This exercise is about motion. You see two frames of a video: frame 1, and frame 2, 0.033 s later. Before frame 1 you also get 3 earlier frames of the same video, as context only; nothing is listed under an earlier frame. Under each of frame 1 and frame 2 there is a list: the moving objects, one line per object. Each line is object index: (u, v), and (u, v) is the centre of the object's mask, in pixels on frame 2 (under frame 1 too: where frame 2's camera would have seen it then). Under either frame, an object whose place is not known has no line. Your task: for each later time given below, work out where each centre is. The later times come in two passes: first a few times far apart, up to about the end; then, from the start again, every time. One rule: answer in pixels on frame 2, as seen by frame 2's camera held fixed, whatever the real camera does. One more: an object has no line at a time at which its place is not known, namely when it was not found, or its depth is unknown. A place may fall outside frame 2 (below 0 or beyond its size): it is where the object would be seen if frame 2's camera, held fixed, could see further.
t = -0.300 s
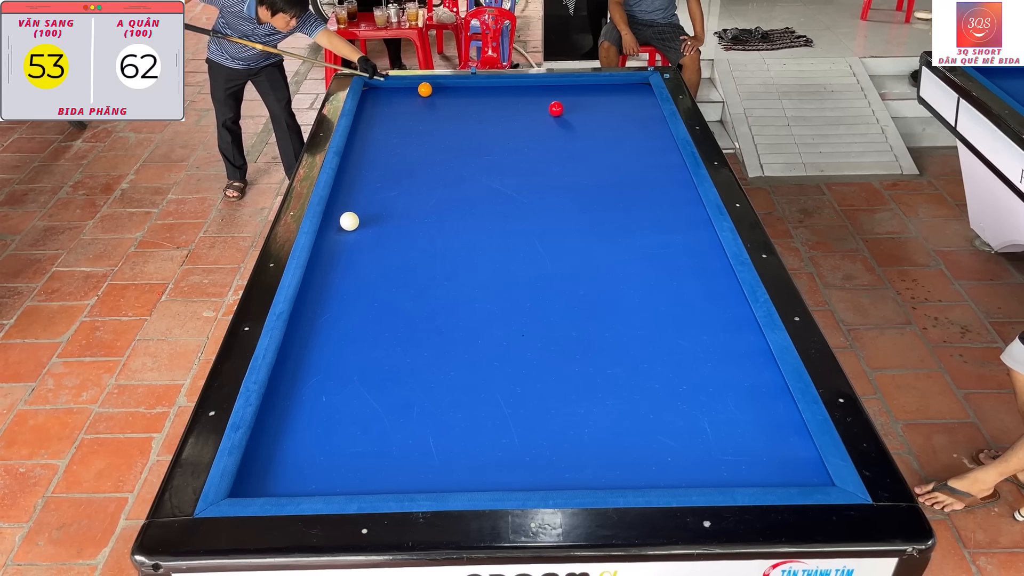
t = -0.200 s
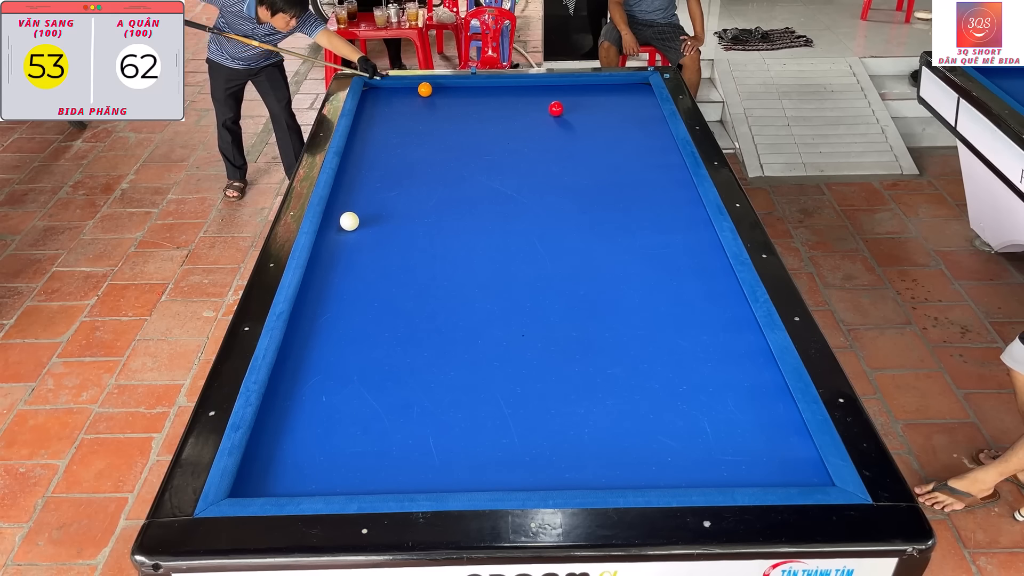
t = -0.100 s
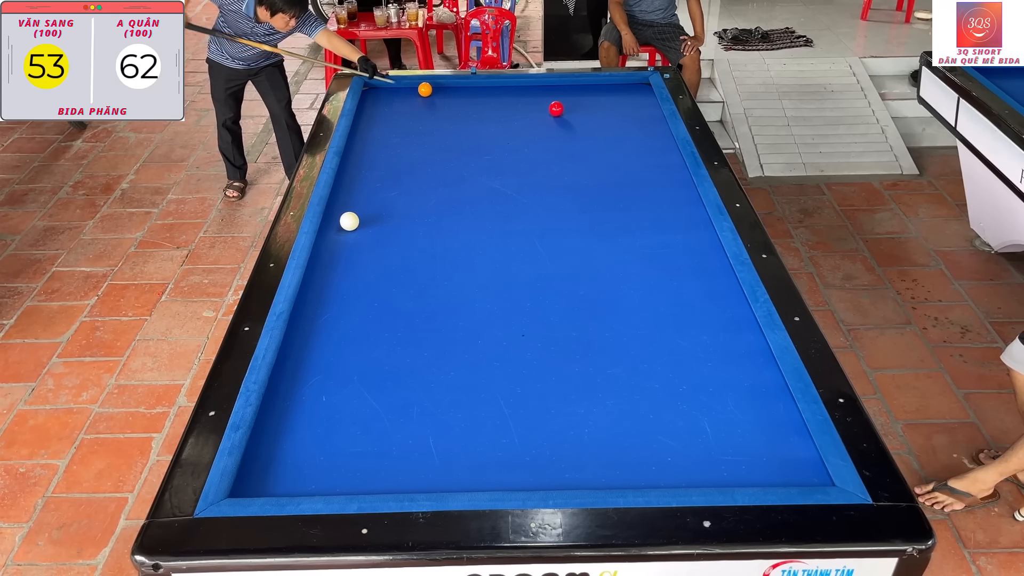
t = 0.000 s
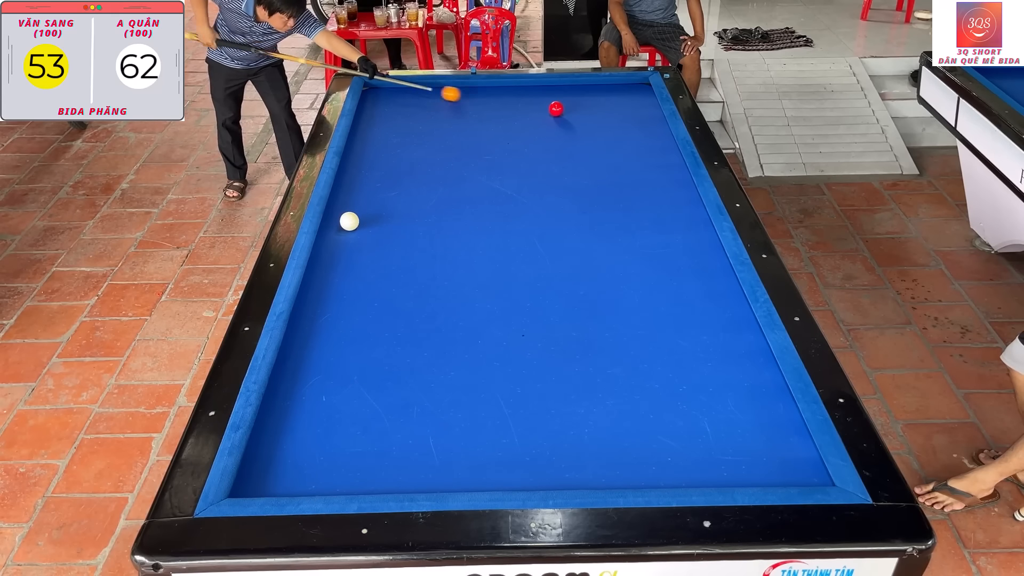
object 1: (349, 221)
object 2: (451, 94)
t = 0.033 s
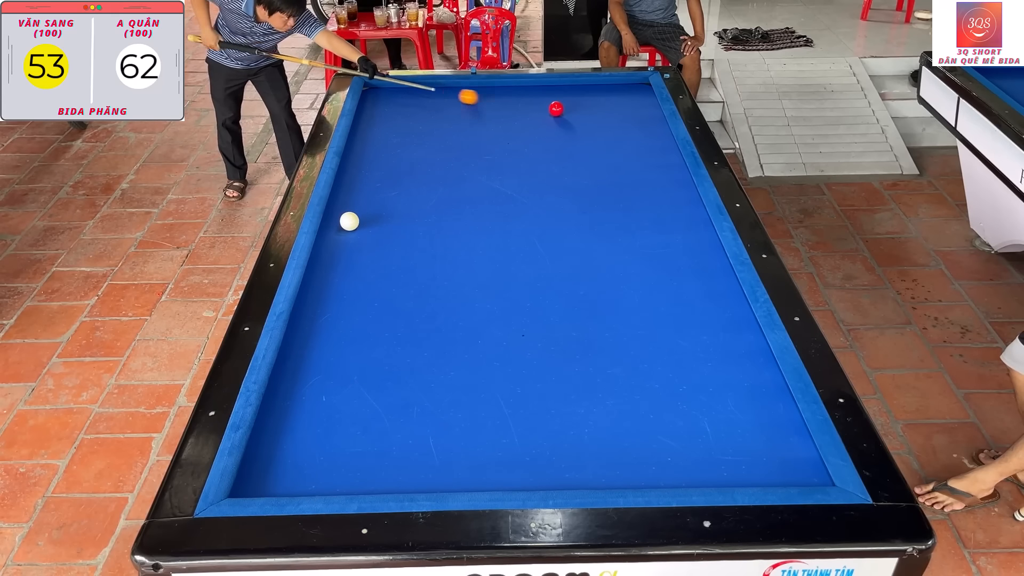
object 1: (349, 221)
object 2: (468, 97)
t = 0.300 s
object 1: (349, 221)
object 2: (547, 121)
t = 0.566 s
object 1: (349, 221)
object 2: (578, 147)
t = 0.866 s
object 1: (349, 221)
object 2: (624, 181)
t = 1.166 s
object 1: (349, 221)
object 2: (678, 220)
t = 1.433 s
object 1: (349, 221)
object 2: (709, 262)
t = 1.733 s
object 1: (349, 221)
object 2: (707, 322)
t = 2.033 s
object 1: (349, 221)
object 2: (704, 395)
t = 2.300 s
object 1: (349, 221)
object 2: (701, 474)
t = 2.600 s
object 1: (349, 221)
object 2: (627, 426)
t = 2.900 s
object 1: (349, 221)
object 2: (563, 386)
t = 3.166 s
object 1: (349, 221)
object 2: (513, 354)
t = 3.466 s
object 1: (349, 221)
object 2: (464, 323)
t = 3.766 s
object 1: (349, 221)
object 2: (420, 296)
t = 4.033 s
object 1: (349, 221)
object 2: (384, 274)
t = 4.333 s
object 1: (349, 221)
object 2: (348, 252)
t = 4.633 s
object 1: (349, 221)
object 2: (334, 232)
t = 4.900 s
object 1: (362, 211)
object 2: (342, 226)
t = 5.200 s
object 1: (375, 200)
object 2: (349, 222)
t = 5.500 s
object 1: (388, 190)
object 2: (356, 219)
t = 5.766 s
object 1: (398, 182)
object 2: (360, 217)
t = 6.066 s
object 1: (408, 173)
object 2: (365, 214)
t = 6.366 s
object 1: (418, 165)
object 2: (369, 212)
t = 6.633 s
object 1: (426, 159)
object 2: (371, 210)
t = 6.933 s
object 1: (434, 152)
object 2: (374, 209)
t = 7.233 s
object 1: (441, 146)
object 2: (375, 208)
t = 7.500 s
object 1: (447, 141)
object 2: (376, 208)
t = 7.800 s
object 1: (453, 135)
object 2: (376, 208)
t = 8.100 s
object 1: (458, 131)
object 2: (377, 208)
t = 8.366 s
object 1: (462, 127)
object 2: (377, 208)
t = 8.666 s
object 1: (466, 123)
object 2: (377, 208)
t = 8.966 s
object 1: (469, 119)
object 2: (377, 208)
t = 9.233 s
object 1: (472, 117)
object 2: (377, 208)
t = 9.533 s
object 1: (475, 114)
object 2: (376, 208)
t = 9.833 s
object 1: (477, 111)
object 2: (377, 208)
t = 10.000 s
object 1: (478, 110)
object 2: (377, 208)
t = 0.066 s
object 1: (349, 221)
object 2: (486, 100)
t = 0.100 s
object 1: (349, 221)
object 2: (503, 103)
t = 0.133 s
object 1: (349, 221)
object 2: (520, 105)
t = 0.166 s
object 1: (349, 221)
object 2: (537, 108)
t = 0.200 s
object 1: (349, 221)
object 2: (542, 111)
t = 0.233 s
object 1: (349, 221)
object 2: (543, 115)
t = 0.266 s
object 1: (349, 221)
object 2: (545, 118)
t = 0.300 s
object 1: (349, 221)
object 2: (547, 121)
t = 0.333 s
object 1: (349, 221)
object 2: (550, 124)
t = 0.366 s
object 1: (349, 221)
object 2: (553, 127)
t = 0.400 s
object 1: (349, 221)
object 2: (556, 131)
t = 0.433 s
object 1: (349, 221)
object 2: (560, 134)
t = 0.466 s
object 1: (349, 221)
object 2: (564, 137)
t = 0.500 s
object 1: (349, 221)
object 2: (568, 141)
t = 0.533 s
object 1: (349, 221)
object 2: (573, 144)
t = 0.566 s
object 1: (349, 221)
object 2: (578, 147)
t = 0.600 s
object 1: (349, 221)
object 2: (583, 151)
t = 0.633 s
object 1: (349, 221)
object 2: (587, 155)
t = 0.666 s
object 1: (349, 221)
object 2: (592, 158)
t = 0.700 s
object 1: (349, 221)
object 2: (598, 162)
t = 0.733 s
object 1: (349, 221)
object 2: (603, 166)
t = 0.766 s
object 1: (349, 221)
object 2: (608, 169)
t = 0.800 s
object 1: (349, 221)
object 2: (613, 173)
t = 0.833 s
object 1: (349, 221)
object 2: (619, 177)
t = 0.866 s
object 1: (349, 221)
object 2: (624, 181)
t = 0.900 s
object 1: (349, 221)
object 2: (630, 185)
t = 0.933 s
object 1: (349, 221)
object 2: (636, 189)
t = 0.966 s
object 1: (349, 221)
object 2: (642, 193)
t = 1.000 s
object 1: (349, 221)
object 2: (647, 198)
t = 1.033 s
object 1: (349, 221)
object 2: (653, 202)
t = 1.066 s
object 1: (349, 221)
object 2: (659, 206)
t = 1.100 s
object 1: (349, 221)
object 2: (666, 211)
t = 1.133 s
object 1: (349, 221)
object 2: (672, 215)
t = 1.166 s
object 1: (349, 221)
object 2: (678, 220)
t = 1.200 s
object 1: (349, 221)
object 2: (685, 225)
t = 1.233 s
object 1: (349, 221)
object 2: (692, 229)
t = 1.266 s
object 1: (349, 221)
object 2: (698, 234)
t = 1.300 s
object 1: (349, 221)
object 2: (705, 239)
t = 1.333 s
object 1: (349, 221)
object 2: (712, 244)
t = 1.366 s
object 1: (349, 221)
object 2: (712, 250)
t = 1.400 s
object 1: (349, 221)
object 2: (710, 256)
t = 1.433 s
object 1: (349, 221)
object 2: (709, 262)
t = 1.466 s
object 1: (349, 221)
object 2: (709, 268)
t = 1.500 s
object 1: (349, 221)
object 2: (709, 274)
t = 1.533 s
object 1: (349, 221)
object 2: (709, 281)
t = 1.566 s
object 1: (349, 221)
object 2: (708, 287)
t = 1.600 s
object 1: (349, 221)
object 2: (708, 294)
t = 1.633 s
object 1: (349, 221)
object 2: (708, 300)
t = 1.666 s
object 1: (349, 221)
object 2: (708, 307)
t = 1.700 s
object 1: (349, 221)
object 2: (707, 314)
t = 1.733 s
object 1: (349, 221)
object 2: (707, 322)
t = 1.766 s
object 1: (349, 221)
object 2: (707, 329)
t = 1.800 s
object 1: (349, 221)
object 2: (706, 337)
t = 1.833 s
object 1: (349, 221)
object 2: (706, 344)
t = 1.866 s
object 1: (349, 221)
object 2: (706, 352)
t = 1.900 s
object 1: (349, 221)
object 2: (705, 361)
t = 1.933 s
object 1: (349, 221)
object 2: (705, 369)
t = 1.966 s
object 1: (349, 221)
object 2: (705, 377)
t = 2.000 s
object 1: (349, 221)
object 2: (704, 386)
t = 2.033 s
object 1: (349, 221)
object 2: (704, 395)
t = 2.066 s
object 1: (349, 221)
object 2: (704, 404)
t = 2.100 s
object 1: (349, 221)
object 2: (703, 414)
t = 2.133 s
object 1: (349, 221)
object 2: (703, 423)
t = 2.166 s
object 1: (349, 221)
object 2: (702, 433)
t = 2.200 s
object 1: (349, 221)
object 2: (702, 443)
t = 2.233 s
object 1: (349, 221)
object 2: (702, 454)
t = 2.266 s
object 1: (349, 221)
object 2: (701, 464)
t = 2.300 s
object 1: (349, 221)
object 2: (701, 474)
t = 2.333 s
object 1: (349, 221)
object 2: (697, 477)
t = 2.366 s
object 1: (349, 221)
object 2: (687, 471)
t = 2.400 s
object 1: (349, 221)
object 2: (677, 463)
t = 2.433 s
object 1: (349, 221)
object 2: (668, 455)
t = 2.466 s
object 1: (349, 221)
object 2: (659, 448)
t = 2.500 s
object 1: (349, 221)
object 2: (650, 442)
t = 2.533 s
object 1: (349, 221)
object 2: (642, 436)
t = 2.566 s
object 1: (349, 221)
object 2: (634, 431)
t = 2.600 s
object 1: (349, 221)
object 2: (627, 426)
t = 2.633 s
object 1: (349, 221)
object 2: (619, 421)
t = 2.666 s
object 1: (349, 221)
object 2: (612, 417)
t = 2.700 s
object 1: (349, 221)
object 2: (604, 412)
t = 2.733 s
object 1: (349, 221)
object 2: (597, 407)
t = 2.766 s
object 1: (349, 221)
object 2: (590, 403)
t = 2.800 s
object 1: (349, 221)
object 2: (583, 398)
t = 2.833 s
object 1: (349, 221)
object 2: (576, 394)
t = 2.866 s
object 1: (349, 221)
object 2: (569, 390)
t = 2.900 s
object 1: (349, 221)
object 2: (563, 386)
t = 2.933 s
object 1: (349, 221)
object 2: (556, 381)
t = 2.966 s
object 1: (349, 221)
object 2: (550, 377)
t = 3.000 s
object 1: (349, 221)
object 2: (543, 373)
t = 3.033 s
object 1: (349, 221)
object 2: (537, 369)
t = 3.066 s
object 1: (349, 221)
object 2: (531, 365)
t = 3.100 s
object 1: (349, 221)
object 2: (525, 362)
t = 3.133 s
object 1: (349, 221)
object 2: (519, 358)
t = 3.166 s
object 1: (349, 221)
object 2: (513, 354)
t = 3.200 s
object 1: (349, 221)
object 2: (507, 350)
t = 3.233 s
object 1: (349, 221)
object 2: (502, 347)
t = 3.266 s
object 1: (349, 221)
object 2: (496, 344)
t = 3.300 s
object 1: (349, 221)
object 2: (490, 340)
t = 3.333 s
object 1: (349, 221)
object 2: (485, 336)
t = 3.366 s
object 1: (349, 221)
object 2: (479, 333)
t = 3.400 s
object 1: (349, 221)
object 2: (474, 330)
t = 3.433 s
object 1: (349, 221)
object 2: (469, 326)
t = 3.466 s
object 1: (349, 221)
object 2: (464, 323)
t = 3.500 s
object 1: (349, 221)
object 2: (459, 320)
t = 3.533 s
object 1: (349, 221)
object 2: (454, 317)
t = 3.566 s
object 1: (349, 221)
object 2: (448, 314)
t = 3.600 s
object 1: (349, 221)
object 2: (444, 311)
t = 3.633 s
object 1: (349, 221)
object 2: (439, 307)
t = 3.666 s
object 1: (349, 221)
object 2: (434, 305)
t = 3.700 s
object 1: (349, 221)
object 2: (429, 302)
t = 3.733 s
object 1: (349, 221)
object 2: (424, 299)
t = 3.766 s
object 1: (349, 221)
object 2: (420, 296)
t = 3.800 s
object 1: (349, 221)
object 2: (415, 293)
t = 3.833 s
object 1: (349, 221)
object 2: (411, 290)
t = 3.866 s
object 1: (349, 221)
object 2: (406, 287)
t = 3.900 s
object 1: (349, 221)
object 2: (402, 285)
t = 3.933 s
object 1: (349, 221)
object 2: (397, 282)
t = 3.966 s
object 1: (349, 221)
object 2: (393, 279)
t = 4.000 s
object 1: (349, 221)
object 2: (389, 277)
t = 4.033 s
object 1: (349, 221)
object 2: (384, 274)
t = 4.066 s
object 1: (349, 221)
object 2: (380, 271)
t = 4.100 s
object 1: (349, 221)
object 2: (376, 269)
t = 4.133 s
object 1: (349, 221)
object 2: (372, 266)
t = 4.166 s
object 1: (349, 221)
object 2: (368, 264)
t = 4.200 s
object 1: (349, 221)
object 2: (364, 261)
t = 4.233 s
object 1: (349, 221)
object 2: (360, 259)
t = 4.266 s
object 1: (349, 221)
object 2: (356, 256)
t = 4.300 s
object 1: (349, 221)
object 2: (352, 254)
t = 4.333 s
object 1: (349, 221)
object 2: (348, 252)
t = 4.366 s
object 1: (349, 221)
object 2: (345, 249)
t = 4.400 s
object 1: (349, 221)
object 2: (341, 247)
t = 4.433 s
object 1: (349, 221)
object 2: (337, 245)
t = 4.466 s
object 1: (349, 221)
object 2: (334, 242)
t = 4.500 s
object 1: (349, 221)
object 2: (330, 240)
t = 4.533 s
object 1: (349, 221)
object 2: (326, 238)
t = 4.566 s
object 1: (349, 221)
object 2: (327, 236)
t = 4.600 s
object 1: (349, 221)
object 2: (331, 234)
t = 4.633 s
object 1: (349, 221)
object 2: (334, 232)
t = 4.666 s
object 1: (350, 221)
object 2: (336, 230)
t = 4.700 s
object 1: (352, 219)
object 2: (338, 229)
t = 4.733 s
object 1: (353, 218)
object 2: (338, 229)
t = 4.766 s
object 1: (355, 216)
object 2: (339, 228)
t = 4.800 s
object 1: (357, 215)
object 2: (340, 228)
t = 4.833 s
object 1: (359, 214)
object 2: (341, 227)
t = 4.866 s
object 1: (360, 212)
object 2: (342, 227)
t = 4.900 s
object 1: (362, 211)
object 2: (342, 226)
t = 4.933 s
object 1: (363, 210)
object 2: (343, 226)
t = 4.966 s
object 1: (365, 209)
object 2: (344, 226)
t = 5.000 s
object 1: (366, 207)
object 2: (345, 225)
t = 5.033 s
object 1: (368, 206)
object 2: (346, 225)
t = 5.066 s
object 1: (369, 205)
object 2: (346, 224)
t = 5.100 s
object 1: (371, 204)
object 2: (347, 224)
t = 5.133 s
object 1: (373, 202)
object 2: (348, 223)
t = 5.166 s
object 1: (374, 201)
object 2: (349, 223)
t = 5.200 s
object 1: (375, 200)
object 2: (349, 222)
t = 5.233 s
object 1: (377, 199)
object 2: (350, 222)
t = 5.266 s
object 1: (378, 198)
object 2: (351, 222)
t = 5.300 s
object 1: (380, 197)
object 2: (351, 221)
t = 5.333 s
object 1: (381, 195)
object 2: (352, 221)
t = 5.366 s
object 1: (383, 194)
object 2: (353, 221)
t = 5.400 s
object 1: (384, 193)
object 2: (353, 220)
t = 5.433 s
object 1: (385, 192)
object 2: (354, 220)
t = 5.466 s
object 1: (387, 191)
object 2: (355, 220)
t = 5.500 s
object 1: (388, 190)
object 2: (356, 219)
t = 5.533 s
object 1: (389, 189)
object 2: (356, 219)
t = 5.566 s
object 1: (391, 188)
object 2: (357, 219)
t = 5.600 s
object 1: (392, 187)
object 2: (357, 218)
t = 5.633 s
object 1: (393, 186)
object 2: (358, 218)
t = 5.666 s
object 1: (394, 185)
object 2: (359, 218)
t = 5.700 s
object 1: (396, 184)
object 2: (359, 217)
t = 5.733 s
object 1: (397, 183)
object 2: (360, 217)
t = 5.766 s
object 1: (398, 182)
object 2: (360, 217)
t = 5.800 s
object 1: (399, 181)
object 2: (361, 216)
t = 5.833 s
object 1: (400, 180)
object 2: (362, 216)
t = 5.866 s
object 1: (402, 179)
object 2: (362, 216)
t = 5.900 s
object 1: (403, 178)
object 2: (363, 215)
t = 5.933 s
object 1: (404, 177)
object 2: (363, 215)
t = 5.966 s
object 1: (405, 176)
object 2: (364, 215)
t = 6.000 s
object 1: (406, 175)
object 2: (364, 215)
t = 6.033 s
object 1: (407, 174)
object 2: (365, 214)
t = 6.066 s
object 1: (408, 173)
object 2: (365, 214)
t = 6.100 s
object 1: (410, 172)
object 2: (365, 214)
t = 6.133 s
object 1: (411, 171)
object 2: (366, 214)
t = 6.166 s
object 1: (412, 170)
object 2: (366, 213)
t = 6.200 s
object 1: (413, 169)
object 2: (367, 213)
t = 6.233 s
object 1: (414, 168)
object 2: (367, 213)
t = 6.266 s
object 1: (415, 168)
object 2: (368, 213)
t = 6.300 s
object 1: (416, 167)
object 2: (368, 212)
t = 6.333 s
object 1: (417, 166)
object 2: (368, 212)
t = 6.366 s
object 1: (418, 165)
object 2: (369, 212)
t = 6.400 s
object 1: (419, 164)
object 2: (369, 212)
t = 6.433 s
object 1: (420, 163)
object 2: (370, 211)
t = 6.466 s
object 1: (421, 163)
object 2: (370, 211)
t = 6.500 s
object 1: (422, 162)
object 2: (370, 211)
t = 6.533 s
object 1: (423, 161)
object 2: (371, 211)
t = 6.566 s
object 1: (424, 160)
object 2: (371, 211)
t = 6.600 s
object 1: (425, 159)
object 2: (371, 211)
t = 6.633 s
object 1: (426, 159)
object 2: (371, 210)
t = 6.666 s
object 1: (427, 158)
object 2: (372, 210)
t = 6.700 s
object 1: (428, 157)
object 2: (372, 210)
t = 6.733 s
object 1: (428, 156)
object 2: (372, 210)
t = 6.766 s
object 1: (429, 155)
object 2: (372, 210)
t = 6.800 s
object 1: (430, 155)
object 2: (373, 209)
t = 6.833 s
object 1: (431, 154)
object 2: (373, 209)
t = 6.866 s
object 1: (432, 153)
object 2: (373, 209)
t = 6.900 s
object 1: (433, 153)
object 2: (374, 209)
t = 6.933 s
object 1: (434, 152)
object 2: (374, 209)
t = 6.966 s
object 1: (435, 151)
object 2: (374, 209)
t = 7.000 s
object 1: (435, 150)
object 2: (374, 209)
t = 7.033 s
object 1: (436, 150)
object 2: (374, 209)
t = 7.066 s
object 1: (437, 149)
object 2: (374, 209)
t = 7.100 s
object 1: (438, 148)
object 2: (375, 209)
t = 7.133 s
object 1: (439, 147)
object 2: (375, 209)
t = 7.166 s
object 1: (439, 147)
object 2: (375, 208)
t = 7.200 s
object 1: (440, 146)
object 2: (375, 208)
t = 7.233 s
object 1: (441, 146)
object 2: (375, 208)
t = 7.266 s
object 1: (442, 145)
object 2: (375, 208)
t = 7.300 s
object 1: (442, 144)
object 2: (376, 208)
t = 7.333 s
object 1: (443, 144)
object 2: (376, 208)
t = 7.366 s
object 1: (444, 143)
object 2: (376, 208)
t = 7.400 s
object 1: (445, 142)
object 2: (376, 208)
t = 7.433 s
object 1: (445, 142)
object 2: (376, 208)
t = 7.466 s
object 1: (446, 141)
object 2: (376, 208)
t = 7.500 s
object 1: (447, 141)
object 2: (376, 208)
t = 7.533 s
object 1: (447, 140)
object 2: (376, 208)
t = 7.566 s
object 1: (448, 139)
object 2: (376, 208)
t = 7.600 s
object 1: (449, 139)
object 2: (376, 208)
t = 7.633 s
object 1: (449, 138)
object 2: (376, 208)
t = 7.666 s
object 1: (450, 138)
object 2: (376, 208)
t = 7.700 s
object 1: (451, 137)
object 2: (376, 208)
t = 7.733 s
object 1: (451, 136)
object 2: (376, 208)
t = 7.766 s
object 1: (452, 136)
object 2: (376, 208)
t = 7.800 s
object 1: (453, 135)
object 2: (376, 208)
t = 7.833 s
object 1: (453, 135)
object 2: (376, 208)
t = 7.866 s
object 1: (454, 134)
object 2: (376, 208)
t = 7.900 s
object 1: (454, 134)
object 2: (376, 208)
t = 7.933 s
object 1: (455, 133)
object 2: (376, 208)
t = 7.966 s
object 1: (455, 133)
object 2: (376, 208)
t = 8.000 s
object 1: (456, 132)
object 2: (377, 208)
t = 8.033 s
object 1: (457, 132)
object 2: (377, 208)
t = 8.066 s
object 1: (457, 131)
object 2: (376, 208)
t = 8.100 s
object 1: (458, 131)
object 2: (377, 208)
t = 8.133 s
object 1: (458, 130)
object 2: (377, 208)
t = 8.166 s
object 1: (459, 130)
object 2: (377, 208)
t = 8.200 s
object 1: (459, 129)
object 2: (377, 208)
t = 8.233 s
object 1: (460, 129)
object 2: (377, 208)
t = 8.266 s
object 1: (460, 128)
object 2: (377, 208)
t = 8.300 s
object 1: (461, 128)
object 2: (377, 208)
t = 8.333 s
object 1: (461, 127)
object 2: (377, 208)
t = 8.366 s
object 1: (462, 127)
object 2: (377, 208)
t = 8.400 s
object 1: (462, 126)
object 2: (377, 208)
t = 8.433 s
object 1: (463, 126)
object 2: (377, 208)
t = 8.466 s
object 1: (463, 125)
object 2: (377, 208)
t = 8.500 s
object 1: (463, 125)
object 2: (377, 208)
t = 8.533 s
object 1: (464, 125)
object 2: (377, 208)
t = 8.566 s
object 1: (464, 124)
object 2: (377, 208)
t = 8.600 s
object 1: (465, 124)
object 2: (377, 208)
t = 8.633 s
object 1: (465, 123)
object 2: (377, 208)
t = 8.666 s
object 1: (466, 123)
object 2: (377, 208)
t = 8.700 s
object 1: (466, 123)
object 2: (377, 208)
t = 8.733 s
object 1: (466, 122)
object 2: (377, 208)
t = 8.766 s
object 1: (467, 122)
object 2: (377, 208)
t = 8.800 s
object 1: (467, 121)
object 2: (377, 208)
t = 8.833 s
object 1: (468, 121)
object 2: (377, 208)
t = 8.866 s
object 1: (468, 121)
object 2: (377, 208)
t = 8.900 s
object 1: (468, 120)
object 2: (377, 208)
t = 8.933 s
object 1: (469, 120)
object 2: (377, 208)
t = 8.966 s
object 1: (469, 119)
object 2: (377, 208)
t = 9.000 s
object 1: (469, 119)
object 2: (376, 208)
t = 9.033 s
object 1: (470, 119)
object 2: (376, 208)
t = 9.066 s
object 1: (470, 118)
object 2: (377, 208)
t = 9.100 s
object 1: (470, 118)
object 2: (377, 208)
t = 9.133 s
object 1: (471, 118)
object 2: (377, 208)
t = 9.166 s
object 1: (471, 117)
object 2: (376, 208)
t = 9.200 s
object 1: (471, 117)
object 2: (377, 208)
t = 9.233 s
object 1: (472, 117)
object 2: (377, 208)
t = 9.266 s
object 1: (472, 116)
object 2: (377, 208)
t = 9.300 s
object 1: (472, 116)
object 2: (376, 208)
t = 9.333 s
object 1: (473, 116)
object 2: (377, 208)
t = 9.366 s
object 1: (473, 115)
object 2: (377, 208)
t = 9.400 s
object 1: (473, 115)
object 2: (377, 208)
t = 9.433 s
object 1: (474, 115)
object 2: (377, 208)
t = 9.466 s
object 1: (474, 114)
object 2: (376, 208)
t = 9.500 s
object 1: (474, 114)
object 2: (377, 208)
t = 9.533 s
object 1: (475, 114)
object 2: (376, 208)
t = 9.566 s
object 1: (475, 113)
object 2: (376, 208)
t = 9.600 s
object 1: (475, 113)
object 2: (376, 208)
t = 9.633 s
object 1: (475, 113)
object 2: (376, 208)
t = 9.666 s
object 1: (476, 113)
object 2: (376, 208)
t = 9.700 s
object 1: (476, 112)
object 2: (376, 208)
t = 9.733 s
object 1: (476, 112)
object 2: (376, 208)
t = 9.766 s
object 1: (477, 112)
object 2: (376, 208)
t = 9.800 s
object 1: (477, 112)
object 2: (377, 208)
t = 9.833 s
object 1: (477, 111)
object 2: (377, 208)
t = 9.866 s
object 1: (477, 111)
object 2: (377, 208)
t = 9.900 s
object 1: (477, 111)
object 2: (377, 208)
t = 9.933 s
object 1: (478, 111)
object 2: (377, 208)
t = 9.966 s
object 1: (478, 110)
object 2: (377, 208)
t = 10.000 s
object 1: (478, 110)
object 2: (377, 208)
